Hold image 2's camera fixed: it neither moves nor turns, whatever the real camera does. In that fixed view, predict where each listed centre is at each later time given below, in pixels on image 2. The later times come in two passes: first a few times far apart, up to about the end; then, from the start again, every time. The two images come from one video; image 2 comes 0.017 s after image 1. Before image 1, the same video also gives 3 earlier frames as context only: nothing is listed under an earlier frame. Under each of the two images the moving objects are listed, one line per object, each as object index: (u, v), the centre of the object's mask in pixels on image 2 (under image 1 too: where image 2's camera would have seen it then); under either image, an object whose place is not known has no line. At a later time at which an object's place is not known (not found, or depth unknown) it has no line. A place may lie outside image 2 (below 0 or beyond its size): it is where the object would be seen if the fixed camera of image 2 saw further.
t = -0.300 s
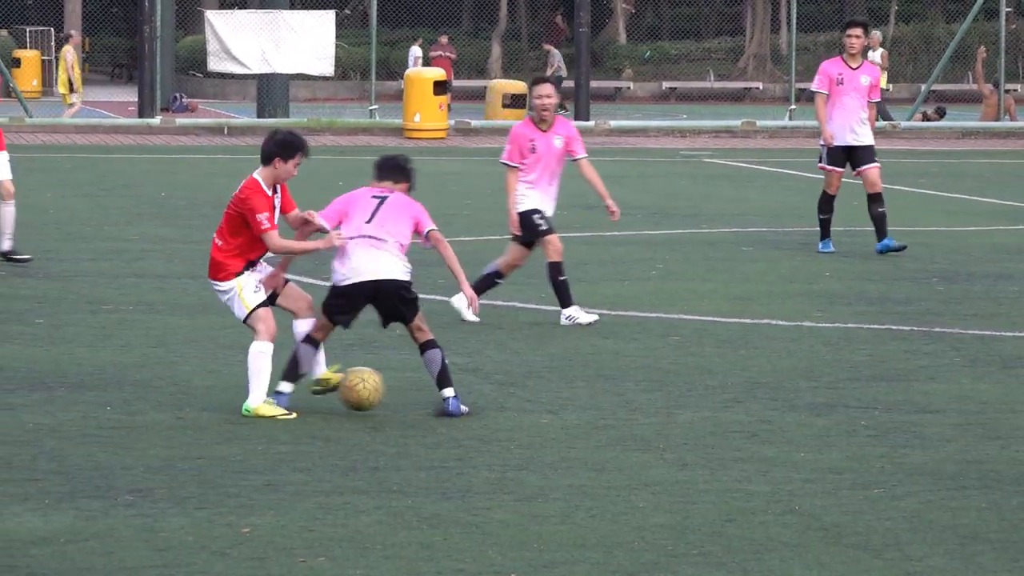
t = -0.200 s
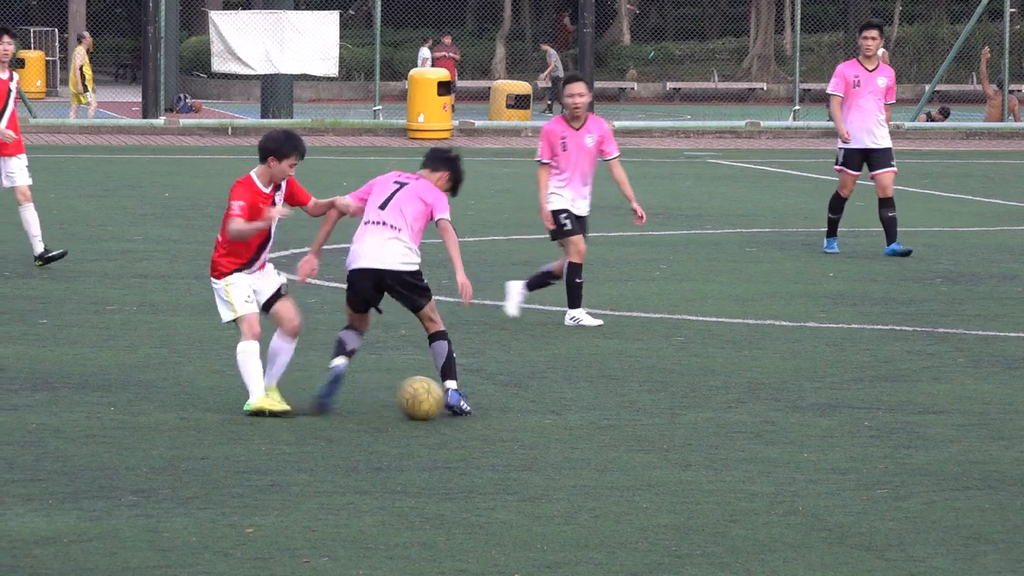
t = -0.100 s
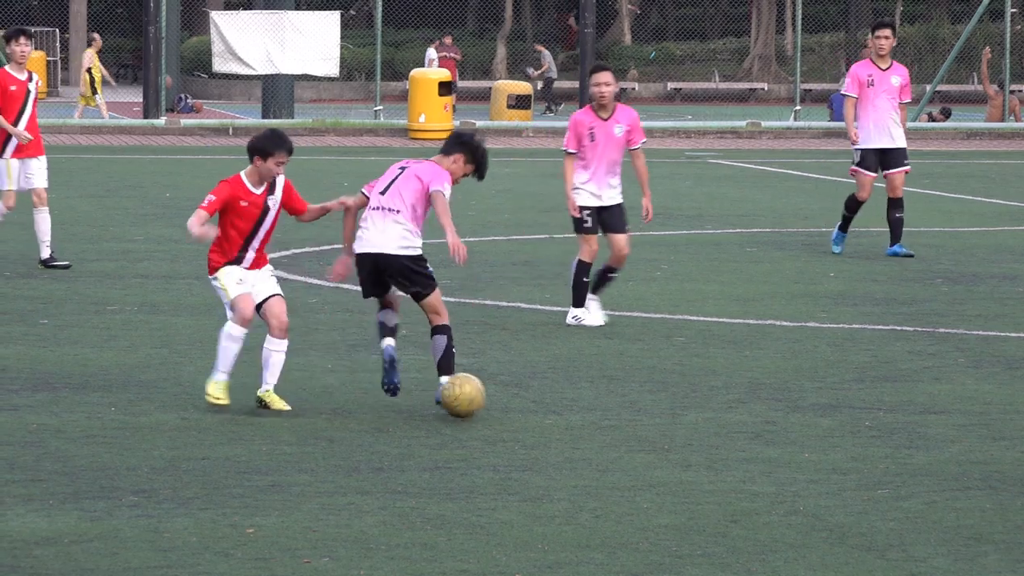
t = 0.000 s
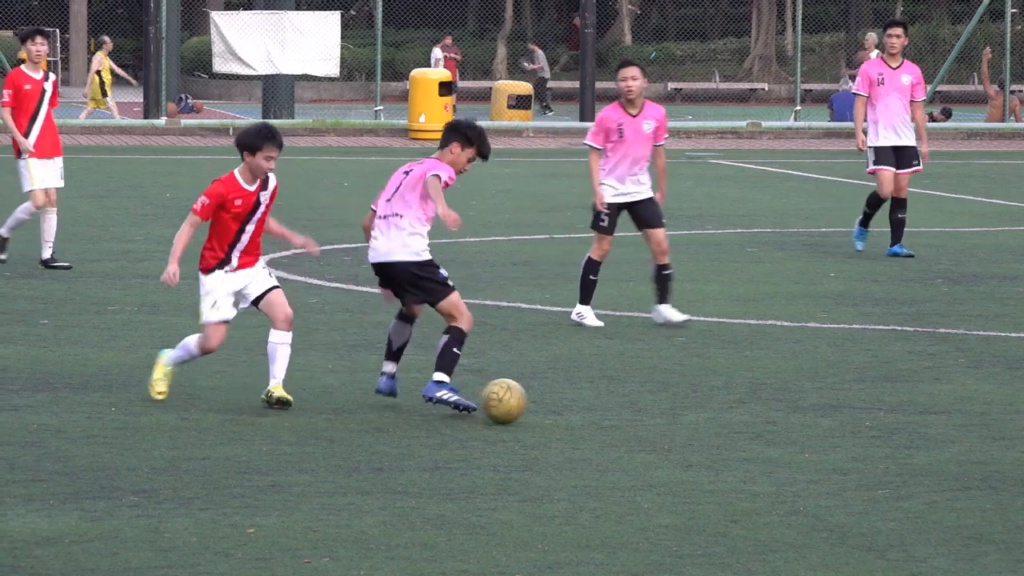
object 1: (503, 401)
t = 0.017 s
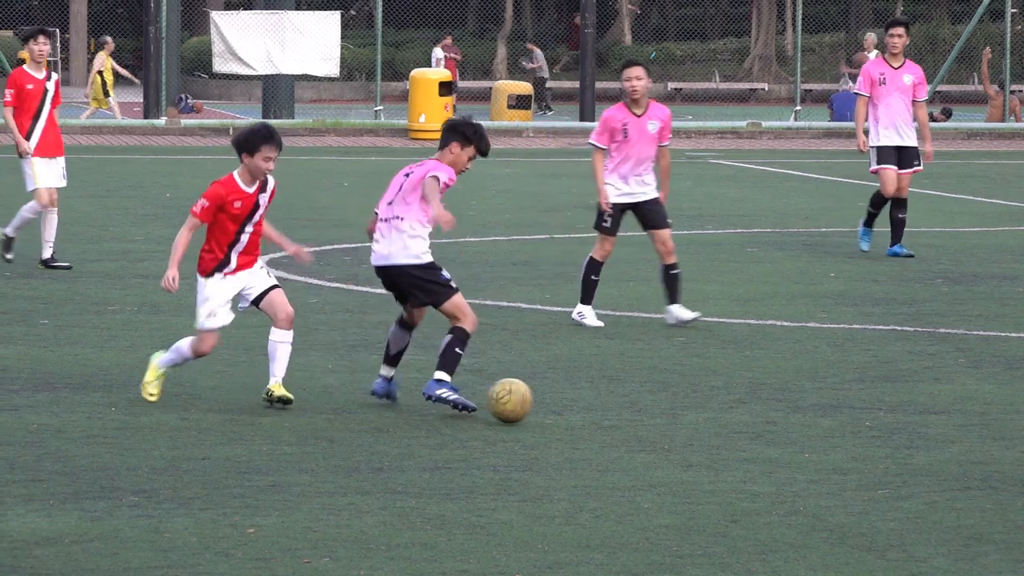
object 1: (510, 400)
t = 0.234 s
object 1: (593, 407)
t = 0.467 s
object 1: (679, 411)
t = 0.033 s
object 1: (516, 400)
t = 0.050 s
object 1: (522, 401)
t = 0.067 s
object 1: (528, 402)
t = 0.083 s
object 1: (534, 404)
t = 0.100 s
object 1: (541, 404)
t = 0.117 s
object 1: (548, 404)
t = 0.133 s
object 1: (554, 404)
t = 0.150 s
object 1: (561, 405)
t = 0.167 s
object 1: (567, 405)
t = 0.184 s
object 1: (574, 405)
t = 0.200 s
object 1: (580, 406)
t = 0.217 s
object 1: (587, 406)
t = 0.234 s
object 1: (593, 407)
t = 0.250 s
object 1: (599, 407)
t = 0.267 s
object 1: (605, 407)
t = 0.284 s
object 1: (611, 407)
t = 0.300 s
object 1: (617, 407)
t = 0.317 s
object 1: (624, 408)
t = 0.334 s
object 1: (630, 408)
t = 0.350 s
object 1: (637, 408)
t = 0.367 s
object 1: (643, 409)
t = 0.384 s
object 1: (649, 410)
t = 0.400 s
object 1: (655, 409)
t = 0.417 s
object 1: (661, 410)
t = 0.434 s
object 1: (667, 410)
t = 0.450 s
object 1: (673, 410)
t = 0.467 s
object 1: (679, 411)
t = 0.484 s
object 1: (685, 411)
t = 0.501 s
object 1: (691, 411)
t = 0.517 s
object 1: (698, 412)
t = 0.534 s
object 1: (704, 412)
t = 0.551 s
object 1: (710, 413)
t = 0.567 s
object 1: (716, 412)
